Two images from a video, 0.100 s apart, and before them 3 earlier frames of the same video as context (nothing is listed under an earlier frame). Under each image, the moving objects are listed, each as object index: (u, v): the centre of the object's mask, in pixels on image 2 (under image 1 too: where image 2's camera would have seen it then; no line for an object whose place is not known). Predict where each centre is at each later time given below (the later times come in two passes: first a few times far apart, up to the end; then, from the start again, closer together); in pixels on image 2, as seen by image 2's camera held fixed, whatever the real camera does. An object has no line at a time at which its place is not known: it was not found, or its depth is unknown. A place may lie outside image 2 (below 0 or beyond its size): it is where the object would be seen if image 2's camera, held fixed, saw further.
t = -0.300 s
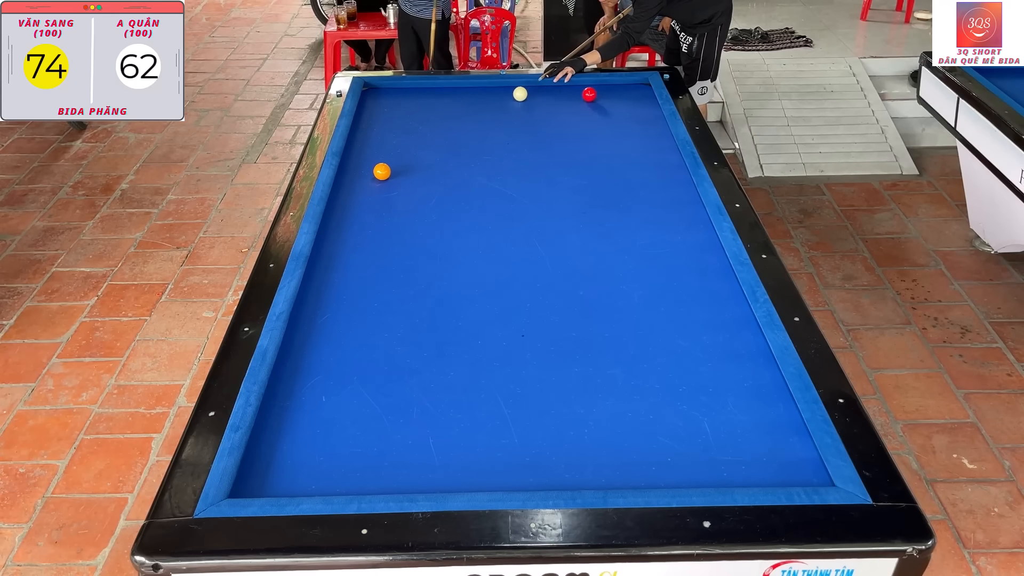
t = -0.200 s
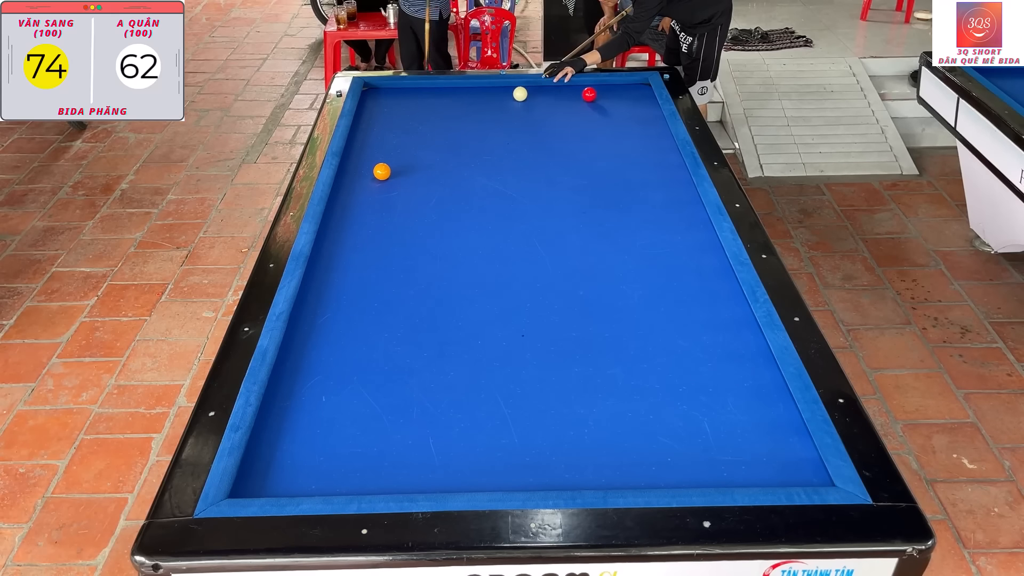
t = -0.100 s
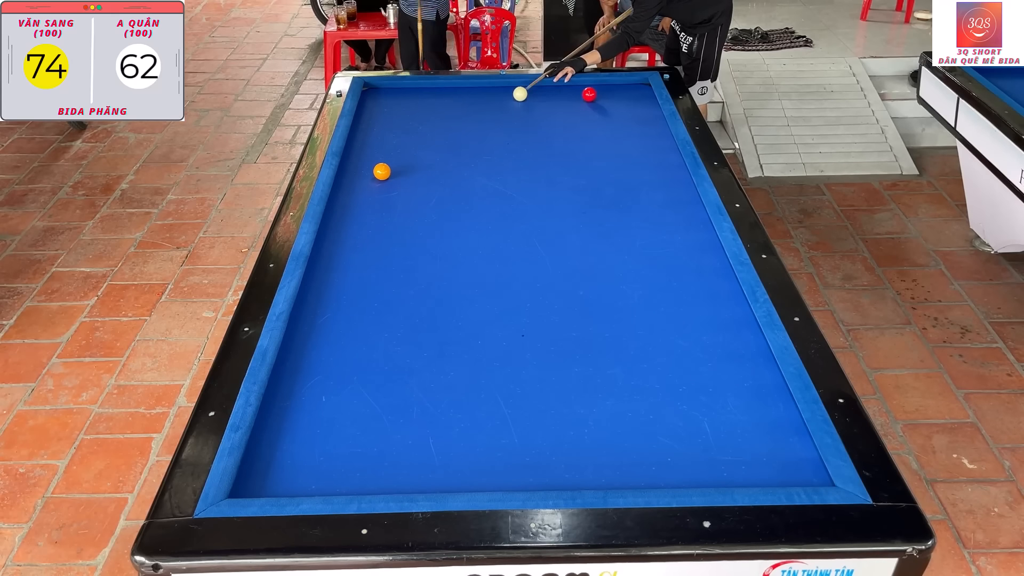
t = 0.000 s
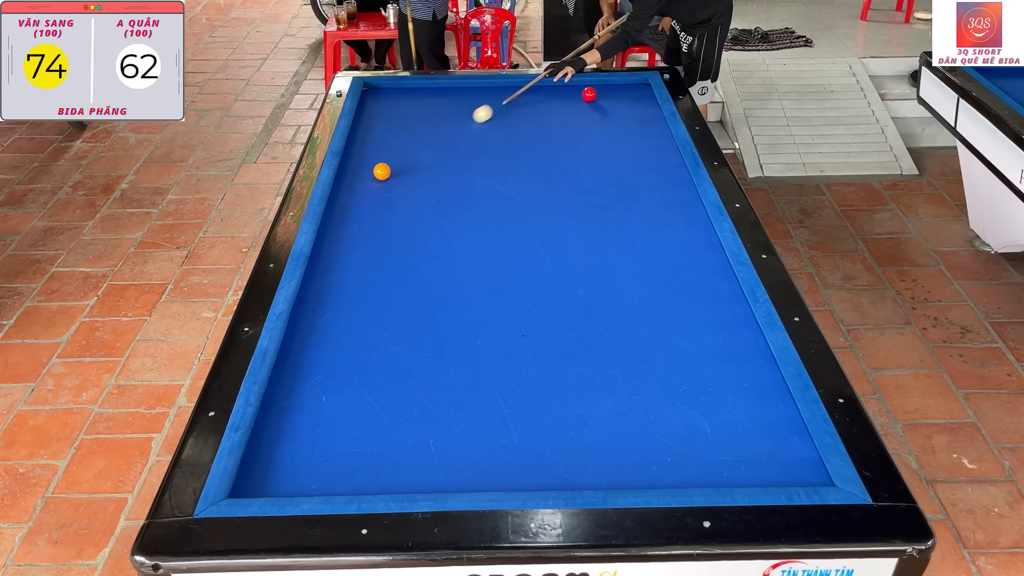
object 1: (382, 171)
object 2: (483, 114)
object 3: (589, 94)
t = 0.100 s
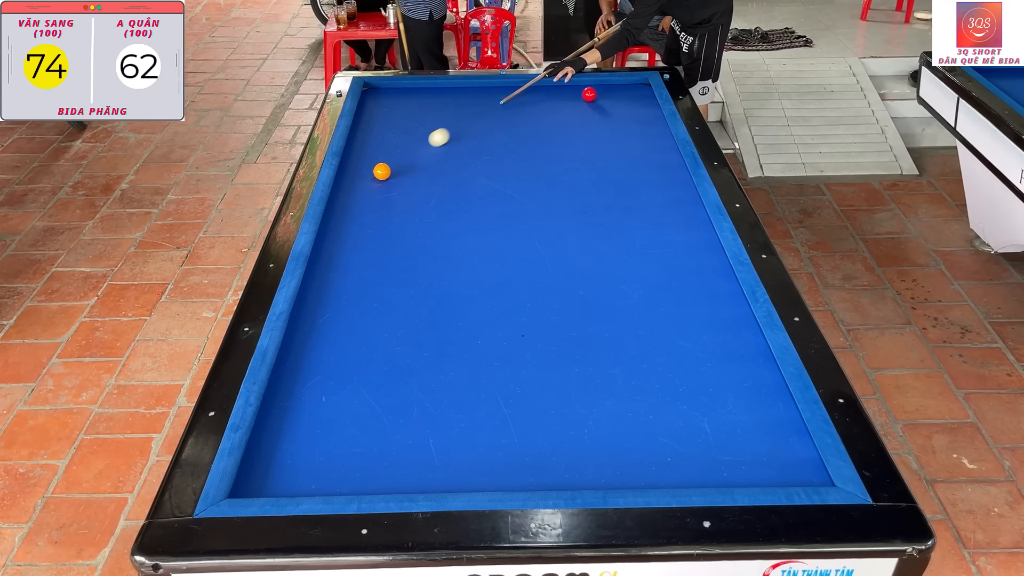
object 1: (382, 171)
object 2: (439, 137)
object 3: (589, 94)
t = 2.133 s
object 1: (465, 265)
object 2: (553, 88)
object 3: (589, 94)
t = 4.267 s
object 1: (605, 84)
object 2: (637, 92)
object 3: (622, 119)
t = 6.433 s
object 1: (663, 148)
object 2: (640, 94)
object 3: (582, 133)
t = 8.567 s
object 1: (656, 198)
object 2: (640, 94)
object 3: (576, 135)
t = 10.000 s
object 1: (650, 221)
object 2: (640, 94)
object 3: (576, 135)
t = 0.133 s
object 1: (382, 171)
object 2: (424, 146)
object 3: (589, 94)
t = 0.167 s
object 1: (382, 171)
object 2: (408, 154)
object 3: (589, 94)
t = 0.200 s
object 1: (381, 171)
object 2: (394, 161)
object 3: (589, 94)
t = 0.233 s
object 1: (377, 179)
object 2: (381, 164)
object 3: (589, 94)
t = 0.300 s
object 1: (363, 198)
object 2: (363, 162)
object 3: (589, 94)
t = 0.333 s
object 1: (357, 208)
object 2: (355, 161)
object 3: (589, 94)
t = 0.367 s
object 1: (350, 218)
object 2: (348, 160)
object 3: (589, 94)
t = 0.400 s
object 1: (342, 229)
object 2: (354, 158)
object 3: (589, 94)
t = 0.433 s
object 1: (335, 240)
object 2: (360, 156)
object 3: (589, 94)
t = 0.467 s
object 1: (328, 250)
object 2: (366, 154)
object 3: (589, 94)
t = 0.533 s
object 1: (314, 272)
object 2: (377, 150)
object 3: (589, 94)
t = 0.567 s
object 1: (315, 282)
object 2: (382, 148)
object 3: (589, 94)
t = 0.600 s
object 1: (315, 293)
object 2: (386, 146)
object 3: (589, 94)
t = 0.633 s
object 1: (315, 303)
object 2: (390, 144)
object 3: (589, 94)
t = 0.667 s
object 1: (315, 314)
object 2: (395, 142)
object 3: (589, 94)
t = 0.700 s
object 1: (314, 324)
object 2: (399, 141)
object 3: (589, 94)
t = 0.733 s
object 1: (314, 336)
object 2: (403, 139)
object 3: (589, 94)
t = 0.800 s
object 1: (312, 359)
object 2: (411, 135)
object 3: (589, 94)
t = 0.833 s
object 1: (312, 372)
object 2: (415, 133)
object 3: (589, 94)
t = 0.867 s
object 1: (311, 384)
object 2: (419, 132)
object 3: (589, 94)
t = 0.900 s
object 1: (310, 398)
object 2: (423, 130)
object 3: (589, 94)
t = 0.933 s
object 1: (309, 412)
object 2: (427, 128)
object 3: (589, 94)
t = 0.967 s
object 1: (309, 426)
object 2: (431, 126)
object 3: (589, 94)
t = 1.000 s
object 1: (308, 441)
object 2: (435, 125)
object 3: (589, 94)
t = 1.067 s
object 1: (306, 473)
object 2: (443, 121)
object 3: (589, 94)
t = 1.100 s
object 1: (305, 486)
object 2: (446, 120)
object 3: (589, 94)
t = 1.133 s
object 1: (312, 480)
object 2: (450, 118)
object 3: (589, 94)
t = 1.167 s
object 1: (320, 466)
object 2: (454, 116)
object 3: (589, 94)
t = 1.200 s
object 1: (328, 454)
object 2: (457, 115)
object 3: (589, 94)
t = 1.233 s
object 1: (335, 442)
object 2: (461, 113)
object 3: (589, 94)
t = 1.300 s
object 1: (349, 421)
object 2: (468, 110)
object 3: (589, 94)
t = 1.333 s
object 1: (356, 411)
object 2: (471, 109)
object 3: (589, 94)
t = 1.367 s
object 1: (362, 403)
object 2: (475, 107)
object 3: (589, 94)
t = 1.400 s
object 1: (367, 394)
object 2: (478, 106)
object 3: (589, 94)
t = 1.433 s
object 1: (373, 387)
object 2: (482, 104)
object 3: (589, 94)
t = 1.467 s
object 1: (378, 380)
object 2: (485, 103)
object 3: (589, 94)
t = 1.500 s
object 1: (384, 373)
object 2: (488, 101)
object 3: (589, 94)
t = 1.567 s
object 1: (394, 359)
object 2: (495, 98)
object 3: (589, 94)
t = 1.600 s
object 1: (399, 353)
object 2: (498, 97)
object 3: (589, 94)
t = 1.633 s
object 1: (404, 346)
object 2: (501, 95)
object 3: (589, 94)
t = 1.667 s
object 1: (408, 340)
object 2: (504, 94)
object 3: (589, 94)
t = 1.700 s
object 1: (413, 334)
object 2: (507, 93)
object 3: (589, 94)
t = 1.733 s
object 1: (418, 328)
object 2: (511, 91)
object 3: (589, 94)
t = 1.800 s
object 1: (426, 316)
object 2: (517, 88)
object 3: (589, 94)
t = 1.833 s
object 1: (431, 311)
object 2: (520, 87)
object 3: (589, 94)
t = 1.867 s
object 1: (435, 305)
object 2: (523, 86)
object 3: (589, 94)
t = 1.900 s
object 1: (439, 300)
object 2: (526, 84)
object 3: (589, 94)
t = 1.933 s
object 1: (443, 295)
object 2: (529, 83)
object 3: (589, 94)
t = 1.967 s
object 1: (447, 289)
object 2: (533, 84)
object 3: (589, 94)
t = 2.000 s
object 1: (450, 284)
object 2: (537, 85)
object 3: (589, 94)
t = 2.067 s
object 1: (458, 274)
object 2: (545, 87)
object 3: (589, 94)
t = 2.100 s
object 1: (461, 270)
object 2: (549, 87)
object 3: (589, 94)
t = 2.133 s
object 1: (465, 265)
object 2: (553, 88)
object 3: (589, 94)
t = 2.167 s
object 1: (469, 260)
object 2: (557, 88)
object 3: (589, 94)
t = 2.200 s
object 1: (472, 256)
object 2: (561, 89)
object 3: (589, 94)
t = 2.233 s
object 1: (475, 252)
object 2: (565, 89)
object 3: (589, 94)
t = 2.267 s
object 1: (479, 247)
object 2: (569, 90)
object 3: (589, 94)
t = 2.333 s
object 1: (485, 239)
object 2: (576, 91)
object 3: (589, 94)
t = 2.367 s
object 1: (488, 234)
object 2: (578, 91)
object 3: (592, 95)
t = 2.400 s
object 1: (491, 231)
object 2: (579, 91)
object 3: (595, 95)
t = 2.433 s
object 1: (494, 227)
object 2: (580, 91)
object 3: (598, 96)
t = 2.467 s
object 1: (497, 223)
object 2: (581, 91)
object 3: (601, 97)
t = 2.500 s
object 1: (500, 219)
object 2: (583, 91)
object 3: (603, 97)
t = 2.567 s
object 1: (506, 211)
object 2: (585, 91)
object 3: (608, 98)
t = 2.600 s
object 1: (508, 208)
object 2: (586, 91)
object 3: (610, 99)
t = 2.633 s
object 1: (511, 204)
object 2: (588, 91)
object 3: (613, 99)
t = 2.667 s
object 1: (514, 201)
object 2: (589, 91)
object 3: (615, 100)
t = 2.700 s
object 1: (517, 197)
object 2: (590, 91)
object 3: (618, 101)
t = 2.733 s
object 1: (519, 194)
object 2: (592, 91)
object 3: (620, 101)
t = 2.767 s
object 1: (522, 190)
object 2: (593, 91)
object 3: (623, 101)
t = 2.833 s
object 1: (527, 184)
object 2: (595, 91)
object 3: (628, 103)
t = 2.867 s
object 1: (529, 180)
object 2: (596, 91)
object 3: (630, 103)
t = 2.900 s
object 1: (531, 177)
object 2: (598, 91)
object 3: (632, 104)
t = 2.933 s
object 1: (534, 174)
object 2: (599, 91)
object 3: (635, 104)
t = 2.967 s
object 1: (536, 171)
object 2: (600, 91)
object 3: (637, 105)
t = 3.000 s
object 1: (538, 168)
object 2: (601, 91)
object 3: (640, 105)
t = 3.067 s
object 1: (543, 162)
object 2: (603, 91)
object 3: (645, 106)
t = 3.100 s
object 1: (545, 159)
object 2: (604, 91)
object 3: (647, 107)
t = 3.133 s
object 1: (547, 156)
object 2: (606, 91)
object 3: (649, 107)
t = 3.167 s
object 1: (550, 154)
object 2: (607, 91)
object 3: (652, 108)
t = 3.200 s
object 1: (552, 151)
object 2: (608, 91)
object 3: (654, 108)
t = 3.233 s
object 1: (554, 148)
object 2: (609, 91)
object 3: (652, 108)
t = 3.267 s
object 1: (556, 145)
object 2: (610, 91)
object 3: (651, 109)
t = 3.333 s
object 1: (560, 140)
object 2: (612, 91)
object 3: (649, 110)
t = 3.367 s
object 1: (561, 137)
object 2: (613, 91)
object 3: (648, 110)
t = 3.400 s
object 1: (563, 135)
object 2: (614, 91)
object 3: (647, 111)
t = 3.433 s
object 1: (565, 132)
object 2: (615, 92)
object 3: (646, 111)
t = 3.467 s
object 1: (567, 130)
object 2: (616, 91)
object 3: (645, 111)
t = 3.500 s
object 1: (569, 127)
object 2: (617, 91)
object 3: (644, 112)
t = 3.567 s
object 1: (573, 123)
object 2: (619, 91)
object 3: (642, 112)
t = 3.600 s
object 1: (575, 120)
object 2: (620, 92)
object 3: (641, 113)
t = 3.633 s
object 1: (576, 118)
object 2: (621, 92)
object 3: (640, 113)
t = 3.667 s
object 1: (578, 115)
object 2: (622, 92)
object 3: (639, 113)
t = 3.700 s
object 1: (580, 113)
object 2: (623, 92)
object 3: (638, 114)
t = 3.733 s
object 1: (581, 111)
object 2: (624, 92)
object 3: (637, 114)
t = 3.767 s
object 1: (583, 109)
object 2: (625, 92)
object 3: (636, 114)
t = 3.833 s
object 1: (586, 104)
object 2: (626, 92)
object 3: (634, 115)
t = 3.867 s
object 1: (588, 102)
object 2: (628, 92)
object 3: (633, 115)
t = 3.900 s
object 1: (589, 100)
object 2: (628, 92)
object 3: (632, 116)
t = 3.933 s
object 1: (591, 98)
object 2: (629, 92)
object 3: (631, 116)
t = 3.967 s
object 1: (593, 96)
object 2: (630, 92)
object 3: (630, 116)
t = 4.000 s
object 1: (594, 94)
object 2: (631, 92)
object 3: (630, 117)
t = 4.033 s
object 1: (596, 92)
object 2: (632, 92)
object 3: (629, 117)
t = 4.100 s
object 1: (599, 88)
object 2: (633, 92)
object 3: (627, 118)
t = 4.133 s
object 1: (600, 86)
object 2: (634, 92)
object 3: (626, 118)
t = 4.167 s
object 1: (601, 84)
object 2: (635, 92)
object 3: (625, 118)
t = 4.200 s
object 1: (603, 82)
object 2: (636, 92)
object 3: (624, 119)
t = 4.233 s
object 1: (604, 82)
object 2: (636, 92)
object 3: (623, 119)
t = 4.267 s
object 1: (605, 84)
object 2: (637, 92)
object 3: (622, 119)
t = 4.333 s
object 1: (608, 86)
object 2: (639, 92)
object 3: (621, 120)
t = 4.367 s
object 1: (609, 87)
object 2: (639, 92)
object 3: (620, 120)
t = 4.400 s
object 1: (610, 88)
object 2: (640, 92)
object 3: (619, 120)
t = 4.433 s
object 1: (611, 89)
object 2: (641, 92)
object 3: (618, 120)
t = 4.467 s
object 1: (612, 90)
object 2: (641, 92)
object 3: (617, 121)
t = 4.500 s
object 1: (613, 91)
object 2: (642, 92)
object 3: (616, 121)
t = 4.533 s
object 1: (614, 92)
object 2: (643, 92)
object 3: (616, 121)
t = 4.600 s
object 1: (617, 94)
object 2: (644, 92)
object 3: (614, 122)
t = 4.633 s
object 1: (618, 95)
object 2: (645, 92)
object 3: (613, 122)
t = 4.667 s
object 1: (619, 96)
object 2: (646, 92)
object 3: (612, 122)
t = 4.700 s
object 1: (620, 97)
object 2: (646, 92)
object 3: (612, 123)
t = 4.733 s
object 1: (621, 98)
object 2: (646, 92)
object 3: (611, 123)
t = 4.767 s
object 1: (622, 99)
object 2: (646, 92)
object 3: (610, 123)
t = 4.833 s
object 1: (625, 101)
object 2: (646, 92)
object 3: (608, 124)
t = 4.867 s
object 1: (626, 102)
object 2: (645, 92)
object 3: (608, 124)
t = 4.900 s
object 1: (627, 103)
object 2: (645, 92)
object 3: (607, 124)
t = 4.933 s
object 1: (628, 104)
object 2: (645, 92)
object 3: (606, 124)
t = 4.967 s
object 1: (629, 105)
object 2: (645, 92)
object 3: (606, 124)
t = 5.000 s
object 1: (631, 106)
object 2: (644, 93)
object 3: (605, 124)
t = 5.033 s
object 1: (632, 107)
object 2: (644, 93)
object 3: (604, 125)
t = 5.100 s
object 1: (634, 109)
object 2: (644, 93)
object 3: (603, 125)
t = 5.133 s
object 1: (635, 110)
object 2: (644, 93)
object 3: (602, 126)
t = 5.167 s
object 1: (636, 111)
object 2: (643, 93)
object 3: (601, 126)
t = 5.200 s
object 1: (638, 112)
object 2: (643, 93)
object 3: (601, 126)
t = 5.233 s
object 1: (639, 113)
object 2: (643, 93)
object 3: (600, 126)
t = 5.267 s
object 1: (640, 114)
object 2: (643, 93)
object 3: (600, 127)
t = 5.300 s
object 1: (641, 115)
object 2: (642, 93)
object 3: (599, 127)
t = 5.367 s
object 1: (644, 117)
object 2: (642, 93)
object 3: (598, 127)
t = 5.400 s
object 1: (645, 118)
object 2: (642, 93)
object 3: (597, 127)
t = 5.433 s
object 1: (646, 119)
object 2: (642, 94)
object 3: (597, 127)
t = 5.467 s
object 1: (647, 120)
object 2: (642, 94)
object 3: (596, 128)
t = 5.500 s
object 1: (649, 121)
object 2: (641, 94)
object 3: (595, 128)
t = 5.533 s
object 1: (650, 122)
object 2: (641, 94)
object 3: (595, 128)
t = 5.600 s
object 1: (652, 124)
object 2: (641, 94)
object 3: (594, 129)
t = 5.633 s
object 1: (653, 125)
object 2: (641, 94)
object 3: (593, 129)
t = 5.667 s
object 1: (655, 126)
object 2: (641, 94)
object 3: (592, 129)
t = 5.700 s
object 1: (656, 127)
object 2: (641, 94)
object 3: (592, 129)
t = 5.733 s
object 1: (657, 128)
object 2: (641, 94)
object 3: (591, 129)
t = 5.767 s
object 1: (658, 129)
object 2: (641, 94)
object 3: (591, 130)
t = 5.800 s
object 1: (660, 130)
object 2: (640, 94)
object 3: (590, 130)
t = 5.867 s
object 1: (662, 132)
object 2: (640, 94)
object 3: (589, 130)
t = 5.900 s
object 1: (663, 133)
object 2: (640, 94)
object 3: (589, 130)
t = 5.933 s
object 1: (664, 134)
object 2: (640, 94)
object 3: (589, 130)
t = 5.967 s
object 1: (664, 135)
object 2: (640, 94)
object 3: (588, 131)
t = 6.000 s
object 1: (664, 136)
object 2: (640, 94)
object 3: (587, 131)
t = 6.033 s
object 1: (664, 137)
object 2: (640, 94)
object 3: (587, 131)
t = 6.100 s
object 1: (664, 139)
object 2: (640, 94)
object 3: (586, 131)
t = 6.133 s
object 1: (664, 140)
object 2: (640, 94)
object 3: (586, 131)
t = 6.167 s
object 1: (664, 140)
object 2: (640, 94)
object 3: (585, 132)
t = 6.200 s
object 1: (663, 141)
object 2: (640, 94)
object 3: (585, 132)
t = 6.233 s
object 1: (663, 142)
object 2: (640, 94)
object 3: (584, 132)
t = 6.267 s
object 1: (663, 143)
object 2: (640, 94)
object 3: (584, 132)
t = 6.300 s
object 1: (663, 144)
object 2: (640, 94)
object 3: (584, 132)
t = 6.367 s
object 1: (663, 146)
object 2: (640, 94)
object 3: (583, 132)
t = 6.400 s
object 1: (663, 147)
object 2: (640, 94)
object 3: (583, 132)
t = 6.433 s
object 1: (663, 148)
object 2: (640, 94)
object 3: (582, 133)
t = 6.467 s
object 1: (663, 149)
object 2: (640, 94)
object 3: (582, 133)
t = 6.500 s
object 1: (663, 150)
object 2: (640, 94)
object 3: (581, 133)
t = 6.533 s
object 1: (663, 151)
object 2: (640, 94)
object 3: (581, 133)
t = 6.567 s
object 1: (663, 151)
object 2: (640, 94)
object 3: (581, 133)
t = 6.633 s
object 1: (662, 153)
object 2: (640, 94)
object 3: (580, 133)
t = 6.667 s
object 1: (662, 154)
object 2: (640, 94)
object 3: (580, 133)
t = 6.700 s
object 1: (662, 155)
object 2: (640, 94)
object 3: (580, 133)
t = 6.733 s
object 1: (662, 156)
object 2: (640, 94)
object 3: (579, 134)
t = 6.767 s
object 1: (662, 157)
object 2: (640, 94)
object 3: (579, 134)
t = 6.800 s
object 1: (662, 158)
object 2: (640, 94)
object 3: (579, 134)
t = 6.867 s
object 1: (662, 159)
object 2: (640, 94)
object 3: (578, 134)
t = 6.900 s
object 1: (661, 160)
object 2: (640, 94)
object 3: (578, 134)
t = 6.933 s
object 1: (661, 161)
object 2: (640, 94)
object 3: (578, 134)
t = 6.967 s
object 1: (661, 162)
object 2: (640, 94)
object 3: (578, 134)
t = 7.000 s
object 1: (661, 163)
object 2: (640, 94)
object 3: (578, 134)
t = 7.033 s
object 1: (661, 164)
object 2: (640, 94)
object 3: (578, 134)
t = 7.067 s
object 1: (661, 165)
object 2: (640, 94)
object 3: (577, 134)
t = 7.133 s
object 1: (661, 166)
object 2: (640, 94)
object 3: (577, 134)
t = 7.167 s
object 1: (660, 167)
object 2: (640, 94)
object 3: (577, 135)
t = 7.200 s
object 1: (660, 168)
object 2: (640, 94)
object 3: (577, 135)
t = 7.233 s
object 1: (660, 169)
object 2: (640, 94)
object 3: (577, 135)
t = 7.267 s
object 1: (660, 170)
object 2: (640, 94)
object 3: (577, 135)
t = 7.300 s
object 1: (660, 170)
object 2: (640, 94)
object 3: (577, 135)
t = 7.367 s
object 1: (660, 172)
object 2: (640, 94)
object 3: (576, 135)
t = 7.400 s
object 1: (660, 173)
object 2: (640, 94)
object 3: (576, 135)
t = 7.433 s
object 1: (659, 174)
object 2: (640, 94)
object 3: (576, 135)
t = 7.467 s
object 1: (659, 174)
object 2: (640, 94)
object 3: (576, 135)
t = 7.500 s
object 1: (659, 175)
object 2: (640, 94)
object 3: (576, 135)
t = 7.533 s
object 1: (659, 176)
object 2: (640, 94)
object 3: (576, 135)
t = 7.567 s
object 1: (659, 177)
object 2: (640, 94)
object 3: (576, 135)
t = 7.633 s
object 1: (659, 178)
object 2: (640, 94)
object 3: (576, 135)
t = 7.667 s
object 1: (659, 179)
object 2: (640, 94)
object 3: (576, 135)
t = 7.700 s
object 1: (659, 180)
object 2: (640, 94)
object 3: (576, 135)
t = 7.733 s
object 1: (658, 180)
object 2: (640, 94)
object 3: (576, 135)
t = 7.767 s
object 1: (658, 181)
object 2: (640, 94)
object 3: (576, 135)
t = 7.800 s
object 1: (658, 182)
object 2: (640, 94)
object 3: (576, 135)
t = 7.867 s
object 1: (658, 183)
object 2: (640, 94)
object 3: (576, 135)
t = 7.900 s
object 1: (658, 184)
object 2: (640, 94)
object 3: (576, 135)
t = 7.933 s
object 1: (658, 185)
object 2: (640, 94)
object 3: (576, 135)
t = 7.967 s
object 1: (658, 186)
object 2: (640, 94)
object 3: (576, 135)
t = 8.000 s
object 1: (658, 186)
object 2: (640, 94)
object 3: (576, 135)
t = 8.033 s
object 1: (657, 187)
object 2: (640, 94)
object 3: (576, 135)
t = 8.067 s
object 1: (657, 188)
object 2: (640, 94)
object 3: (576, 135)
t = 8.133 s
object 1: (657, 189)
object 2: (640, 94)
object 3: (576, 135)
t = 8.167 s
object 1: (657, 190)
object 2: (640, 94)
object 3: (576, 135)
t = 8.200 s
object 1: (657, 191)
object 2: (640, 94)
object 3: (576, 135)
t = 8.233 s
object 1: (657, 191)
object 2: (640, 94)
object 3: (576, 135)
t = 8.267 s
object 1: (657, 192)
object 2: (640, 94)
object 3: (576, 135)
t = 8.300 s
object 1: (657, 193)
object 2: (640, 94)
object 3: (576, 135)
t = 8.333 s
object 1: (657, 193)
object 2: (640, 94)
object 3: (576, 135)
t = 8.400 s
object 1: (656, 195)
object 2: (640, 94)
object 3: (576, 135)
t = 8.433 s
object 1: (656, 196)
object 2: (640, 94)
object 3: (576, 135)
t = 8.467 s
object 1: (656, 196)
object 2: (640, 94)
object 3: (576, 135)
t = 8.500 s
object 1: (656, 197)
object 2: (640, 94)
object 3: (576, 135)
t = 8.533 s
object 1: (656, 197)
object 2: (640, 94)
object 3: (576, 135)
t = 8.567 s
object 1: (656, 198)
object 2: (640, 94)
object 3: (576, 135)
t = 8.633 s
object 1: (656, 199)
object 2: (640, 94)
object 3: (576, 135)
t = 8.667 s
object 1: (656, 200)
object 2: (640, 94)
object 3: (576, 135)
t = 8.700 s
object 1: (656, 201)
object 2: (640, 94)
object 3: (576, 135)
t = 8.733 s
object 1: (655, 202)
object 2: (640, 94)
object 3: (576, 135)
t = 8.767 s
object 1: (655, 202)
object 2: (640, 94)
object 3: (576, 135)
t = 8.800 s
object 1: (655, 203)
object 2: (640, 94)
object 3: (576, 135)
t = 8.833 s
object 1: (655, 203)
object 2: (640, 94)
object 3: (576, 135)
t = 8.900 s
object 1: (655, 204)
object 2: (640, 94)
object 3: (576, 135)
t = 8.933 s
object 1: (655, 205)
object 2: (640, 94)
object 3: (576, 135)
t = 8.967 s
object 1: (655, 206)
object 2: (640, 94)
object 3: (576, 135)
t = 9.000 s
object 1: (654, 206)
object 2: (640, 94)
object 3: (576, 135)
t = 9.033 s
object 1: (654, 207)
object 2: (640, 94)
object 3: (576, 135)
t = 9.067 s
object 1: (654, 207)
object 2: (640, 94)
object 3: (576, 135)
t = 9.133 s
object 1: (654, 209)
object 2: (640, 94)
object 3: (576, 135)
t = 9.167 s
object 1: (654, 209)
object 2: (640, 94)
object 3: (576, 135)
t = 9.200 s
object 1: (653, 210)
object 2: (640, 94)
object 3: (576, 135)
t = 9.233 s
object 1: (653, 210)
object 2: (640, 94)
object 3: (576, 135)
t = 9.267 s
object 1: (653, 211)
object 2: (640, 94)
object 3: (576, 135)
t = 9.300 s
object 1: (653, 211)
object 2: (640, 94)
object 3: (576, 135)
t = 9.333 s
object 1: (653, 212)
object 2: (640, 94)
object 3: (576, 135)
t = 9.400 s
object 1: (653, 213)
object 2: (640, 94)
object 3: (576, 135)
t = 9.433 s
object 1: (652, 213)
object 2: (640, 94)
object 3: (576, 135)
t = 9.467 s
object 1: (652, 214)
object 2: (640, 94)
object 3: (576, 135)
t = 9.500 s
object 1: (652, 214)
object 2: (640, 94)
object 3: (576, 135)
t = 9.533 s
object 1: (652, 215)
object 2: (640, 94)
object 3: (576, 135)
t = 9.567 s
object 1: (652, 215)
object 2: (640, 94)
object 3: (576, 135)
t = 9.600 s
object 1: (652, 216)
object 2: (640, 94)
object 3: (576, 135)
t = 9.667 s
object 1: (651, 217)
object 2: (640, 94)
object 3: (576, 135)
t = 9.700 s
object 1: (651, 217)
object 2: (640, 94)
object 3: (576, 135)
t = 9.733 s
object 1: (651, 218)
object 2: (640, 94)
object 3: (576, 135)
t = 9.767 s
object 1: (651, 218)
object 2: (640, 94)
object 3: (576, 135)
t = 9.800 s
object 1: (651, 218)
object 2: (640, 94)
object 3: (576, 135)
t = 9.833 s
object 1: (651, 219)
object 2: (640, 94)
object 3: (576, 135)
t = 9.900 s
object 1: (651, 220)
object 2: (640, 94)
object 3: (576, 135)
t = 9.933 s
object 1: (651, 220)
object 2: (640, 94)
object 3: (576, 135)
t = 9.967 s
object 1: (650, 220)
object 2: (640, 94)
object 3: (576, 135)
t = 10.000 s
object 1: (650, 221)
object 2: (640, 94)
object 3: (576, 135)
